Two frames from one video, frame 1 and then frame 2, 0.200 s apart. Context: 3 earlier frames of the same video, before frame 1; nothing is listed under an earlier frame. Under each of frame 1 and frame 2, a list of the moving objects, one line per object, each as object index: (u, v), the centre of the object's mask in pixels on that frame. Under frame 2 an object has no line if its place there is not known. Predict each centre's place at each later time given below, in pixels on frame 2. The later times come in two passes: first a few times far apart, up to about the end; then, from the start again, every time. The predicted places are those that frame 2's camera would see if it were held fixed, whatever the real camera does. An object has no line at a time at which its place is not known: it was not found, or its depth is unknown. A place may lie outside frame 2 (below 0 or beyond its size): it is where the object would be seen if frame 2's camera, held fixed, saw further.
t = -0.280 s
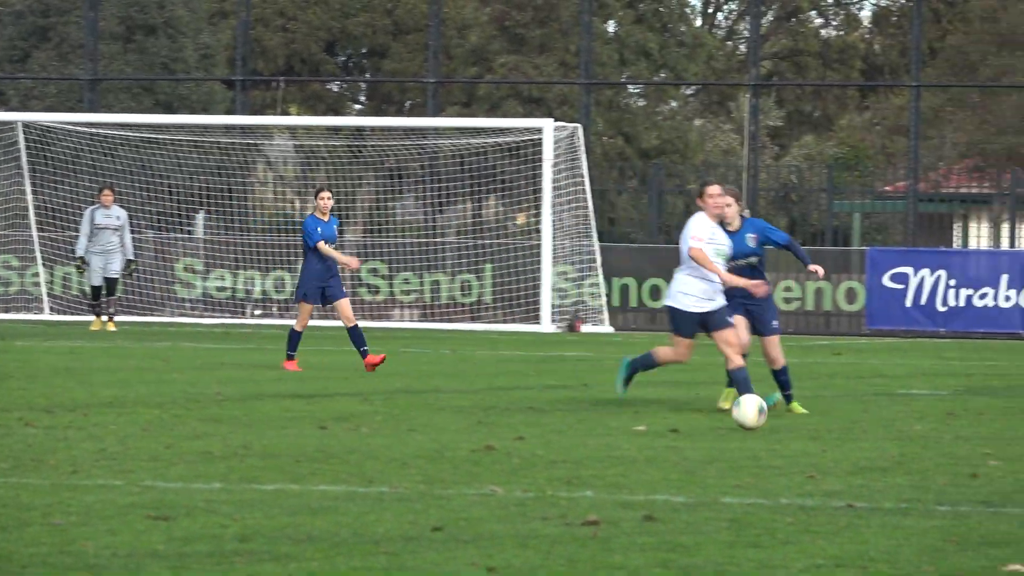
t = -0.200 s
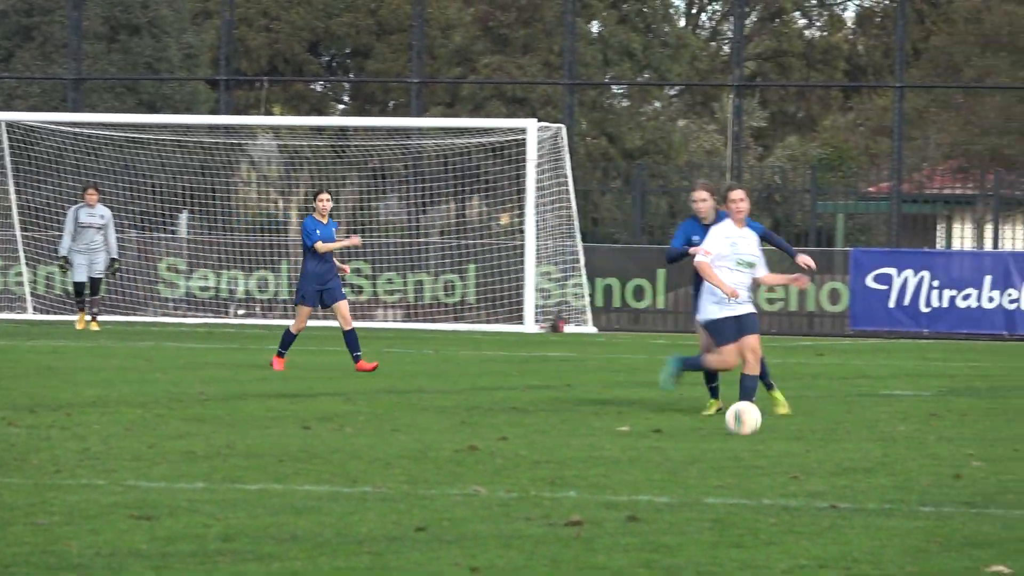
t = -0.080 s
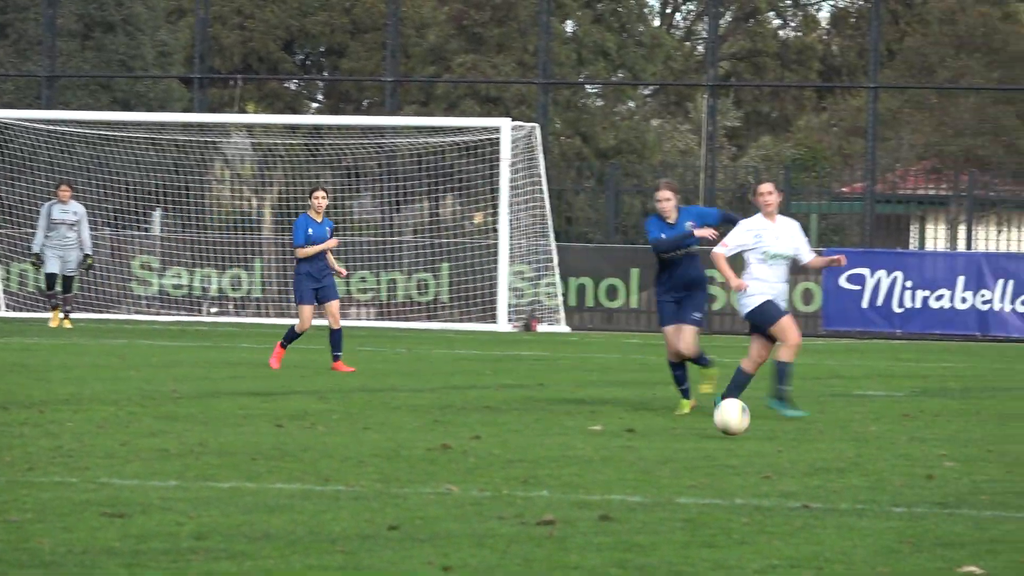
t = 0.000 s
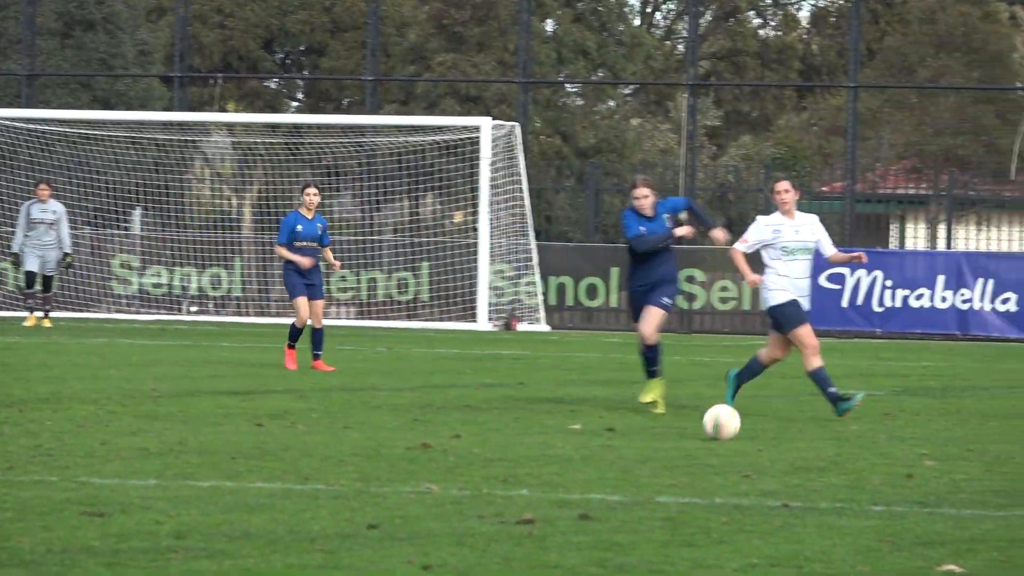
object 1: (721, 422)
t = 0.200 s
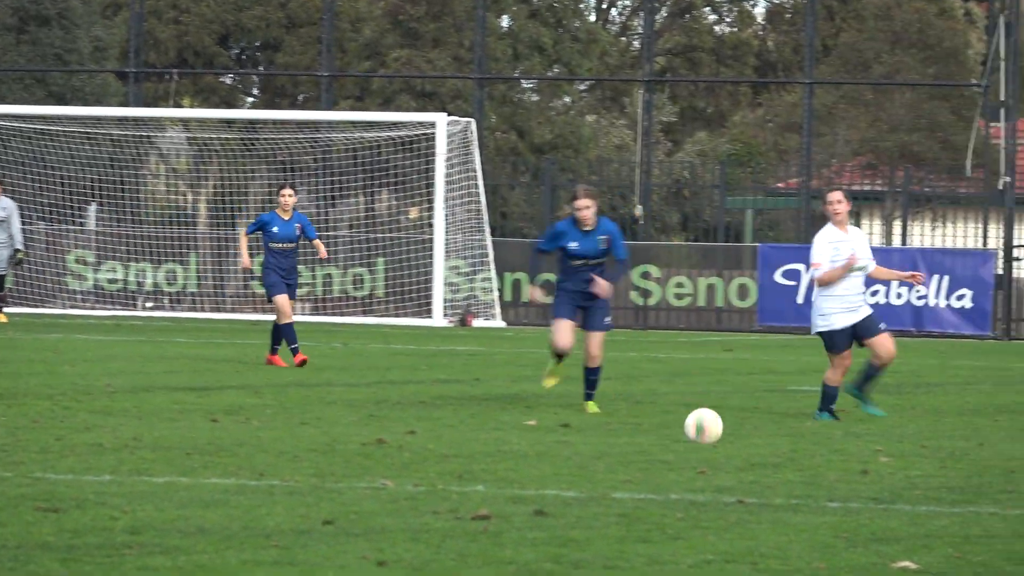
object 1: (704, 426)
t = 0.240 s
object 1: (708, 427)
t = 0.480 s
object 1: (737, 433)
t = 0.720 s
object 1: (768, 442)
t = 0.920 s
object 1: (790, 443)
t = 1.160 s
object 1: (817, 450)
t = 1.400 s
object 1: (840, 460)
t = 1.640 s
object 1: (859, 474)
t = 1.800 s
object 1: (873, 476)
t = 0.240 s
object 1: (708, 427)
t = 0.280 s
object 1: (712, 427)
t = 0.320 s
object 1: (718, 427)
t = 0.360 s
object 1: (722, 430)
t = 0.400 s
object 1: (727, 430)
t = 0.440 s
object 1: (732, 431)
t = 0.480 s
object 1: (737, 433)
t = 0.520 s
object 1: (742, 436)
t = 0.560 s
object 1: (748, 435)
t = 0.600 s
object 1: (753, 436)
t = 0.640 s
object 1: (758, 438)
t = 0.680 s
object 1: (763, 442)
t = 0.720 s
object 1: (768, 442)
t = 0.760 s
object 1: (772, 442)
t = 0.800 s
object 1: (776, 446)
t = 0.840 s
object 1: (781, 447)
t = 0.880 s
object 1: (786, 443)
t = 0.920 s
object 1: (790, 443)
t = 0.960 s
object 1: (795, 445)
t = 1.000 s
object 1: (799, 451)
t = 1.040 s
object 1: (803, 456)
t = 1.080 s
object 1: (807, 452)
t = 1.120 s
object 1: (812, 450)
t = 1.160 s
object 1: (817, 450)
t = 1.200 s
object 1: (821, 454)
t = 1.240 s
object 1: (825, 460)
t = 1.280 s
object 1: (829, 461)
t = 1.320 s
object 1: (832, 459)
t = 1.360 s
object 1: (836, 458)
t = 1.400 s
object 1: (840, 460)
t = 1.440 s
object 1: (844, 466)
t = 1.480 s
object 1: (846, 469)
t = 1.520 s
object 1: (849, 467)
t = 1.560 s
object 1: (852, 468)
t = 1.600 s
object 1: (856, 471)
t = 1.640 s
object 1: (859, 474)
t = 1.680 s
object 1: (863, 470)
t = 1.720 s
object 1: (867, 469)
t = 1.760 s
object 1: (870, 471)
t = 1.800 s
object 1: (873, 476)
